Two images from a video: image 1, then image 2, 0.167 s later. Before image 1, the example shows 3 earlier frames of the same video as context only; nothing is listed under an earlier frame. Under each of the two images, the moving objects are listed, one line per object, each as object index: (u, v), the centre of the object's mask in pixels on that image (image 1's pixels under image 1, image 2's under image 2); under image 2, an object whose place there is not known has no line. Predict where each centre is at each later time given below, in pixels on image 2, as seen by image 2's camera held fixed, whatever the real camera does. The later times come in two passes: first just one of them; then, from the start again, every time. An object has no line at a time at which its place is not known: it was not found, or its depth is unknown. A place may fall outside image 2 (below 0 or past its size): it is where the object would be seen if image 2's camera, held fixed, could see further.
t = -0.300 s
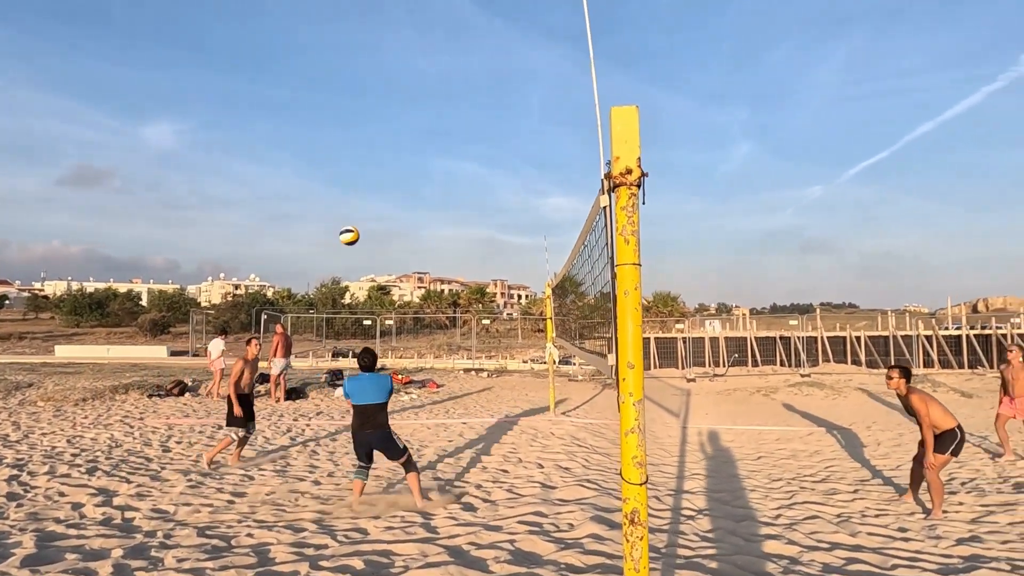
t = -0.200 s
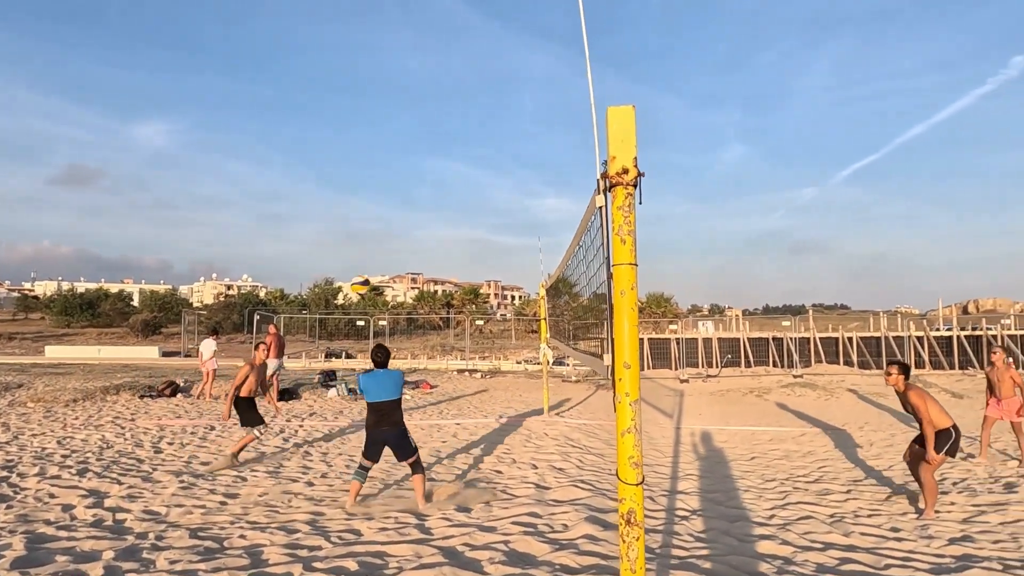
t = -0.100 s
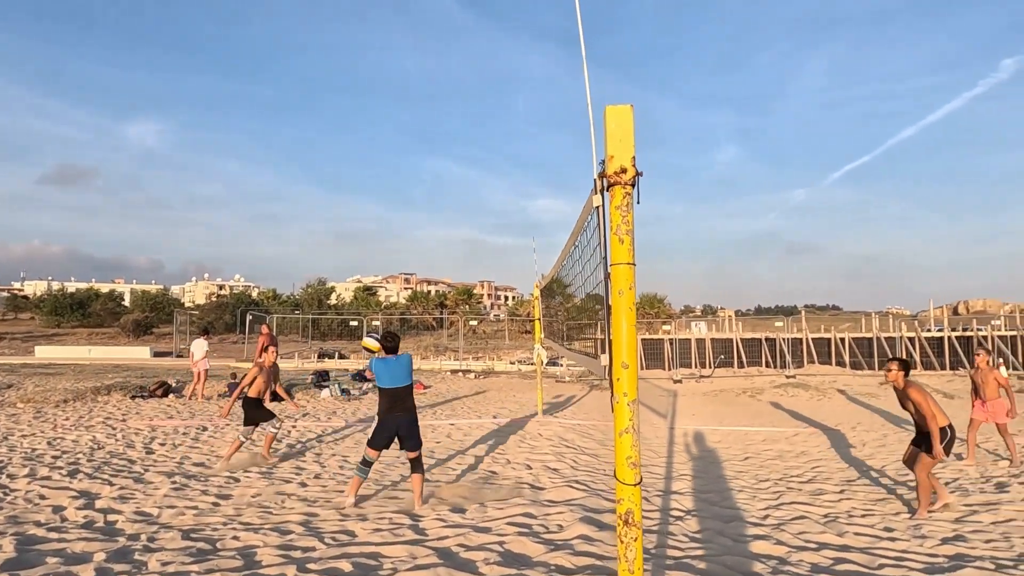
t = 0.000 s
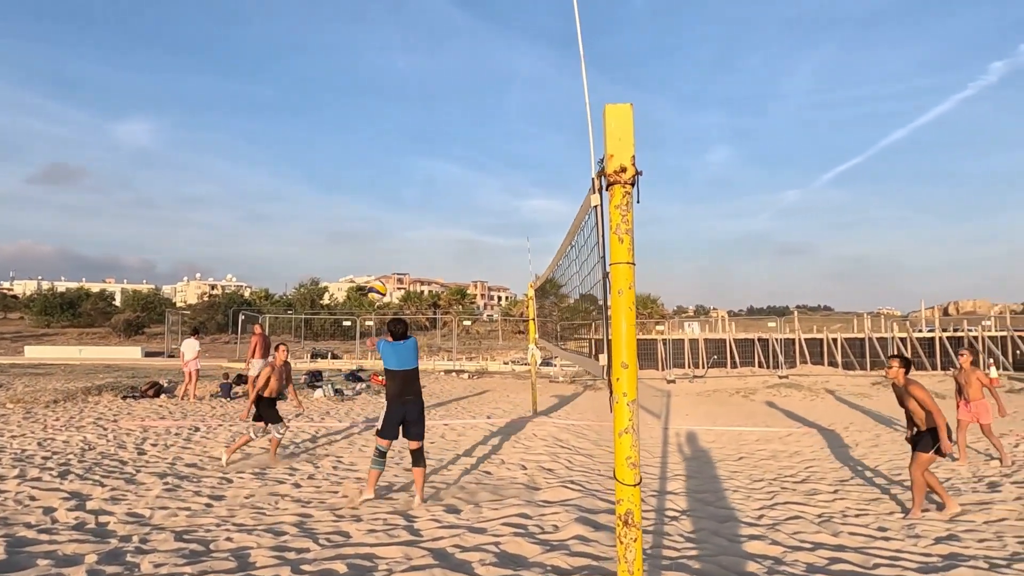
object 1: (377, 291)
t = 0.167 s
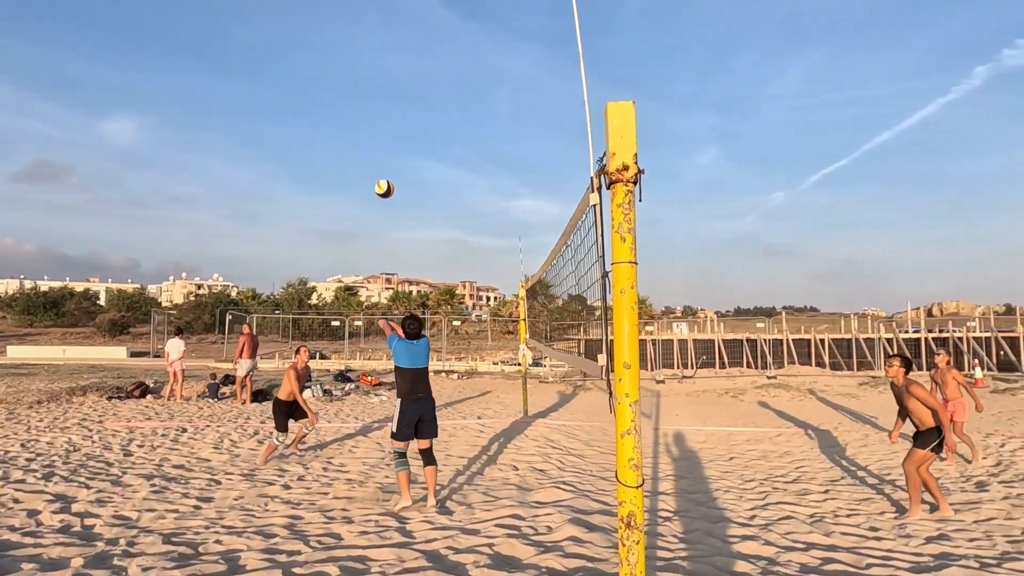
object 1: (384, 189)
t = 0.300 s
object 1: (395, 132)
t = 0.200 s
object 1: (387, 173)
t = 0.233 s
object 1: (390, 158)
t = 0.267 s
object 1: (393, 144)
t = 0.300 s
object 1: (395, 132)
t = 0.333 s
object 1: (398, 120)
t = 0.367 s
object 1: (400, 110)
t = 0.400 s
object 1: (403, 101)
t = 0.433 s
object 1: (405, 93)
